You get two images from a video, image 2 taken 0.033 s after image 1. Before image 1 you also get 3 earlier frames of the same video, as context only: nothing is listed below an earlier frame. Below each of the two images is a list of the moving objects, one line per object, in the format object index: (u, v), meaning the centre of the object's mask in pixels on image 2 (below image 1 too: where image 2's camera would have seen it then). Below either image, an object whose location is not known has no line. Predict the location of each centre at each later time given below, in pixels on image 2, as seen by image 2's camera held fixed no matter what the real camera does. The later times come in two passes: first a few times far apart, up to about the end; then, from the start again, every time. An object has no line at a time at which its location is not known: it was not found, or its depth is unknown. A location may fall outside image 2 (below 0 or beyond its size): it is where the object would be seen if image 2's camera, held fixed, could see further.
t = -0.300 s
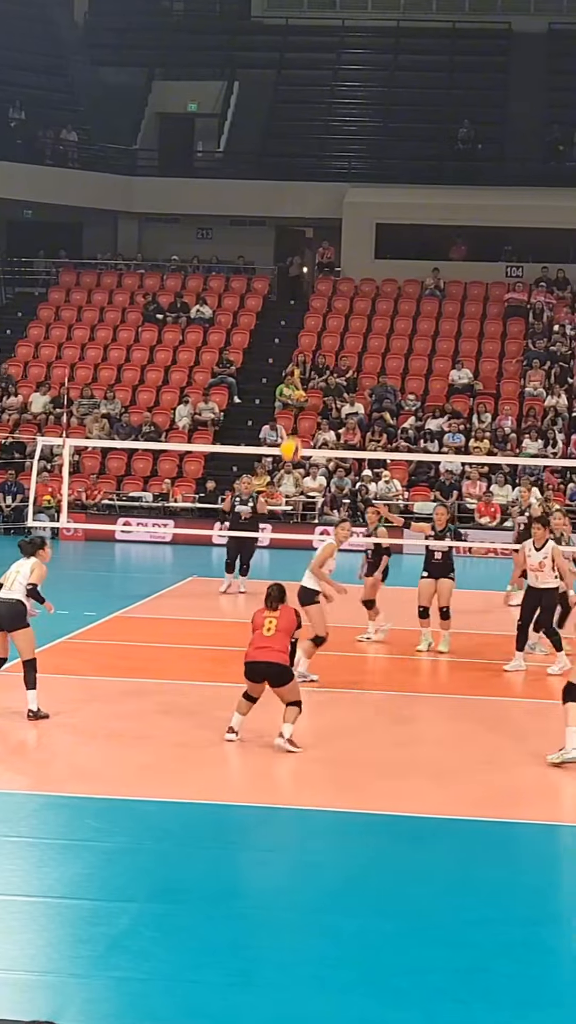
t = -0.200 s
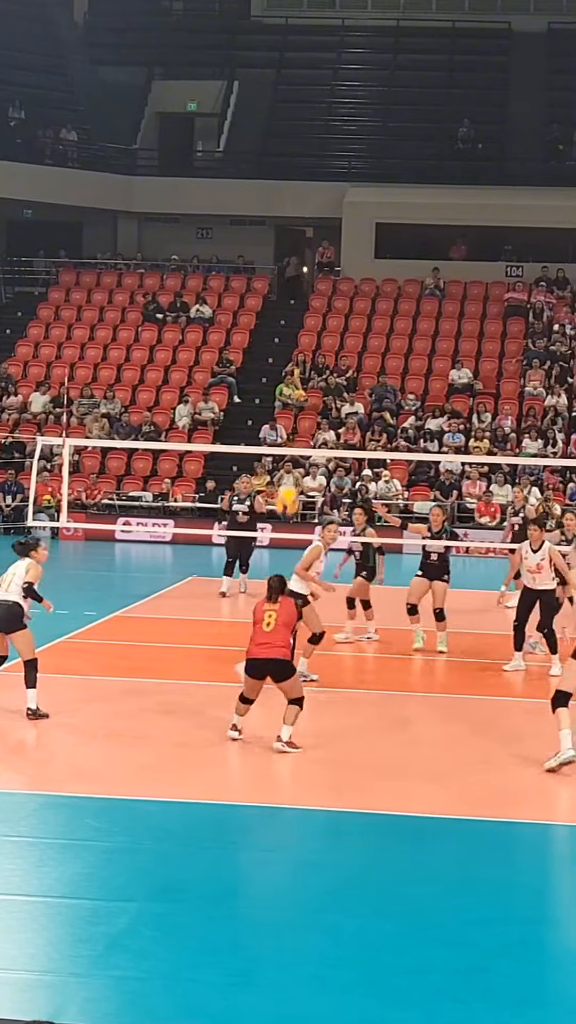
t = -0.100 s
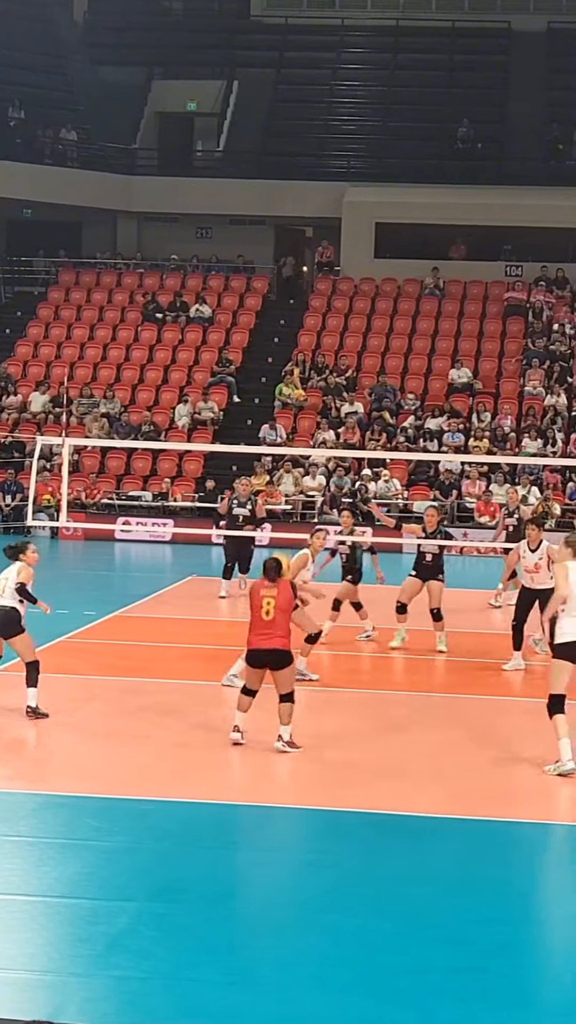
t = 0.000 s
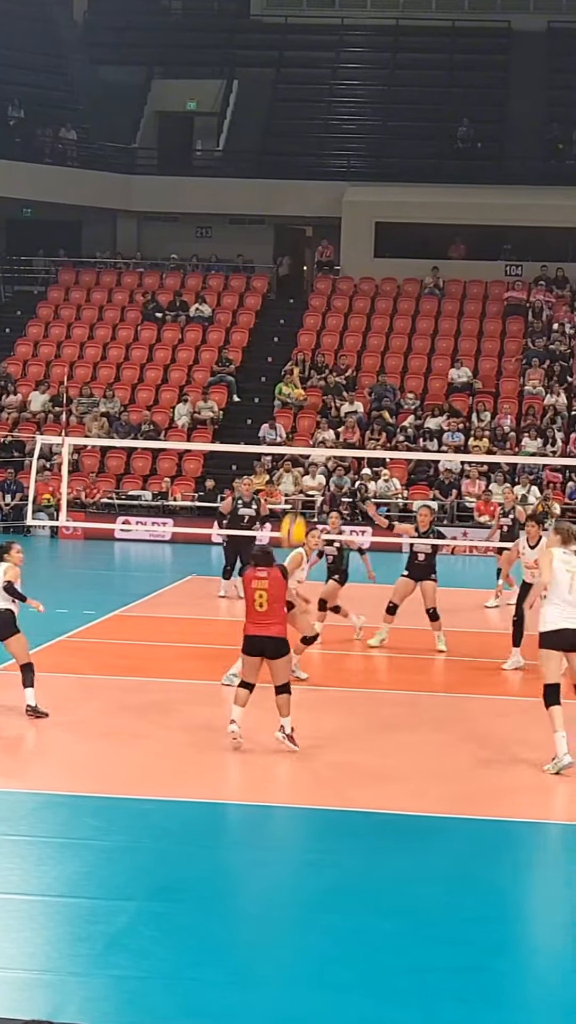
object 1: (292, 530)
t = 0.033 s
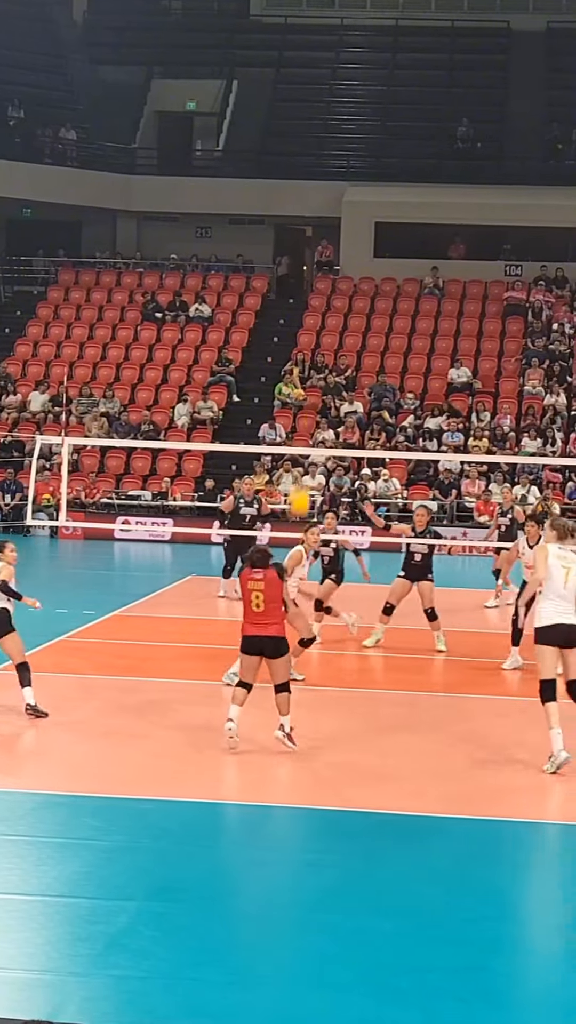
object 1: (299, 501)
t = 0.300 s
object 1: (350, 316)
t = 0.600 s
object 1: (401, 223)
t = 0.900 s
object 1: (443, 234)
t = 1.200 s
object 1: (479, 331)
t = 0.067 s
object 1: (304, 472)
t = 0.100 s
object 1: (311, 443)
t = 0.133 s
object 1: (319, 418)
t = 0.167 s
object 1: (325, 395)
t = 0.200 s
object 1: (331, 374)
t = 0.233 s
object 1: (337, 352)
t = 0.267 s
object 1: (343, 333)
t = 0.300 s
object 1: (350, 316)
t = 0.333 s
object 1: (356, 300)
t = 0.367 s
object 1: (362, 286)
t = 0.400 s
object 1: (368, 273)
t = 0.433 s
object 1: (373, 261)
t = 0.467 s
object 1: (379, 251)
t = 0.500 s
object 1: (384, 243)
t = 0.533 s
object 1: (389, 235)
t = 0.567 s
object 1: (395, 228)
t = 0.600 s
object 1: (401, 223)
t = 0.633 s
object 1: (406, 220)
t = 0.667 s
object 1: (411, 218)
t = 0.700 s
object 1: (415, 217)
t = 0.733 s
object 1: (420, 217)
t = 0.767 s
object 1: (425, 218)
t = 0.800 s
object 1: (430, 220)
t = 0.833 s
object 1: (434, 224)
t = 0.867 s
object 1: (439, 228)
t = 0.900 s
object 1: (443, 234)
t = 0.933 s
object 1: (447, 241)
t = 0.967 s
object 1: (452, 249)
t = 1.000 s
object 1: (456, 257)
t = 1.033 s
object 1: (460, 267)
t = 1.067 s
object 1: (464, 278)
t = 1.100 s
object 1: (468, 290)
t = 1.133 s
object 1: (472, 303)
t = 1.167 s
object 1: (475, 316)
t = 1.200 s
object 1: (479, 331)
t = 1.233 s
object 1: (482, 345)
